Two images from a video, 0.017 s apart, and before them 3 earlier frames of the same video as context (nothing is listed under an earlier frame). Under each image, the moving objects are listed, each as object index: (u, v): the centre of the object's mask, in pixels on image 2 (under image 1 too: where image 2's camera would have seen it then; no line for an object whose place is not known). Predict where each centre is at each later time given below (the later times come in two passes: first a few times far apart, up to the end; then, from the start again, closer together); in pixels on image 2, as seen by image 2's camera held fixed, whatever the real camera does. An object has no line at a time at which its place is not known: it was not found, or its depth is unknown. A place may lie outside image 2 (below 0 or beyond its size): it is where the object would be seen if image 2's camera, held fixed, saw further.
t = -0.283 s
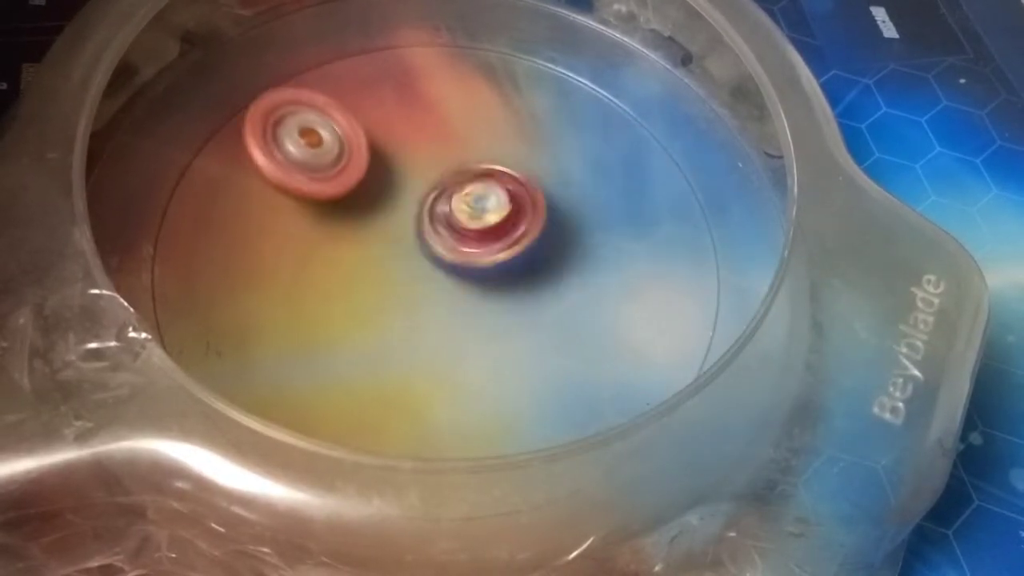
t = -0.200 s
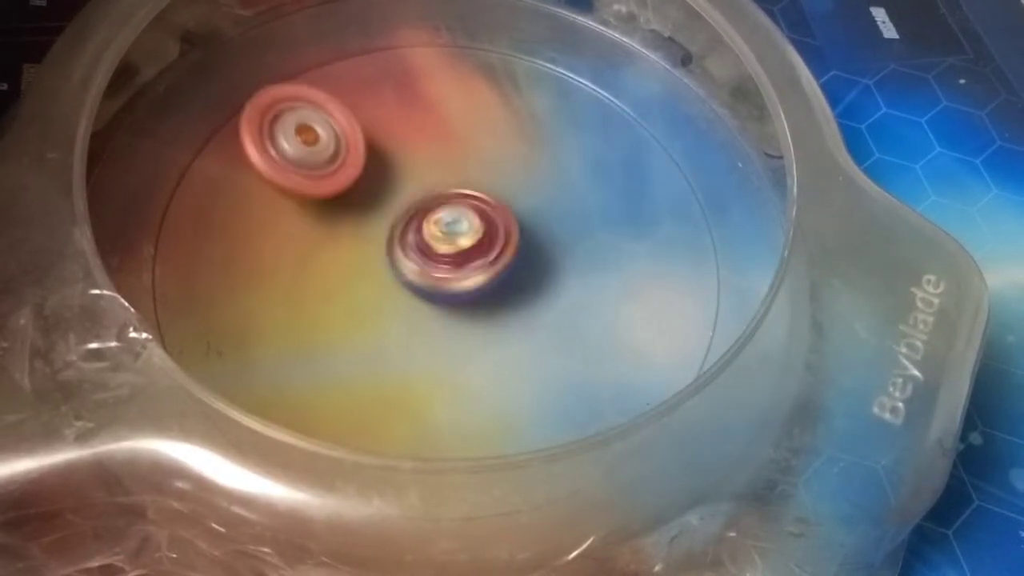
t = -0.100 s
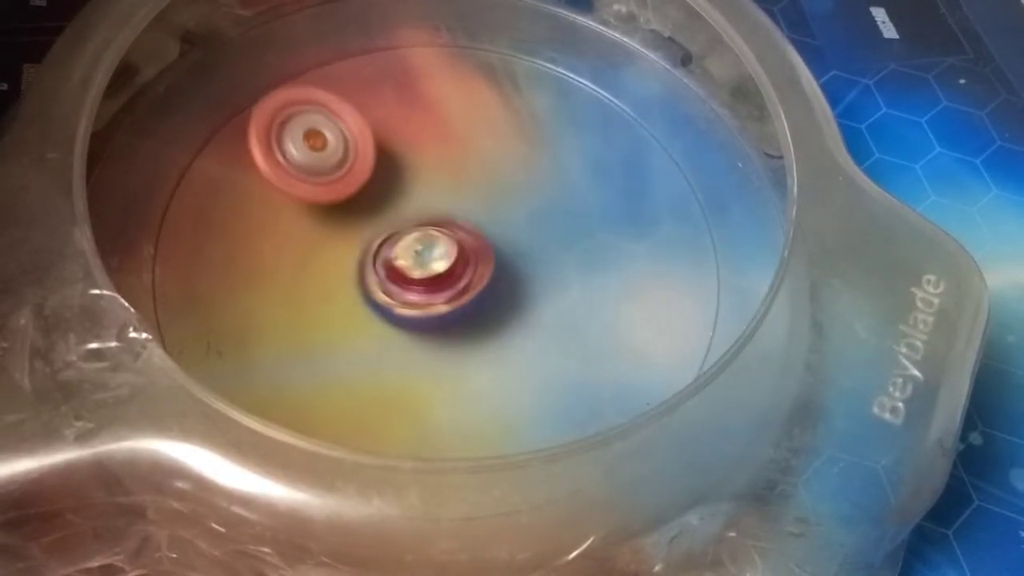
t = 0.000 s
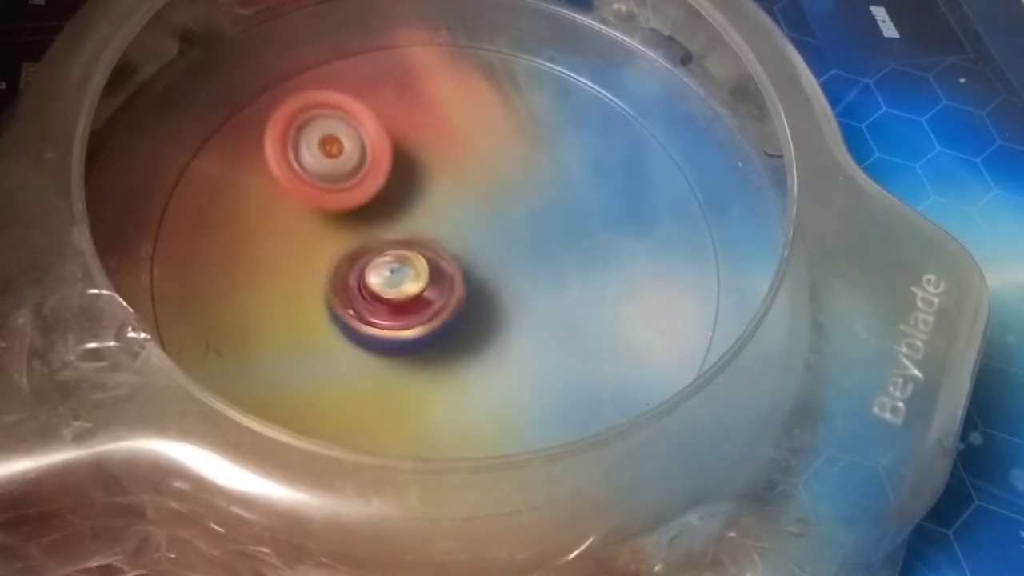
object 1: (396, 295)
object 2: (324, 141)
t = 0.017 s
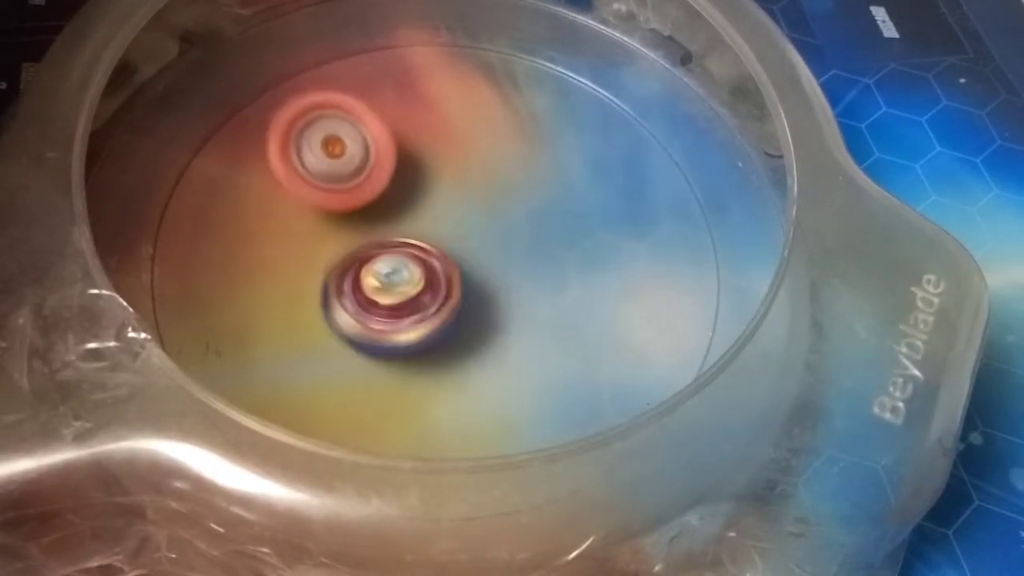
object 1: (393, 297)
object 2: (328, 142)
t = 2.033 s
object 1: (470, 148)
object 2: (432, 312)
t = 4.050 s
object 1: (451, 256)
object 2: (315, 196)
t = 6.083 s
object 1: (461, 216)
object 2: (322, 225)
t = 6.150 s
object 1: (461, 216)
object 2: (319, 210)
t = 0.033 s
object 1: (390, 302)
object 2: (333, 147)
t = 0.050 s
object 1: (384, 304)
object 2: (335, 145)
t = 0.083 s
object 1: (378, 310)
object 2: (342, 148)
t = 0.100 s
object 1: (373, 311)
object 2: (346, 152)
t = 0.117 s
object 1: (373, 313)
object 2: (350, 152)
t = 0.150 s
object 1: (364, 315)
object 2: (357, 153)
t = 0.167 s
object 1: (364, 318)
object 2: (360, 155)
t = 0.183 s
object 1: (358, 318)
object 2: (364, 156)
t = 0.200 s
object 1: (358, 318)
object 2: (367, 157)
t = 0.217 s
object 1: (355, 320)
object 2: (371, 156)
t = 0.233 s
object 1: (352, 319)
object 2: (374, 156)
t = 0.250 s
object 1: (353, 318)
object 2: (379, 158)
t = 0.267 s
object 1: (350, 318)
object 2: (383, 158)
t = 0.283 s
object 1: (350, 315)
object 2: (386, 161)
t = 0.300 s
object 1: (351, 313)
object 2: (390, 160)
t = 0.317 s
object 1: (348, 310)
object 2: (392, 163)
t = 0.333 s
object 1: (349, 306)
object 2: (397, 163)
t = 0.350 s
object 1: (349, 305)
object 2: (401, 166)
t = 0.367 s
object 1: (349, 300)
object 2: (405, 166)
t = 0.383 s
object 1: (351, 295)
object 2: (409, 170)
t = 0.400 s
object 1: (349, 291)
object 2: (412, 171)
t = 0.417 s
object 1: (347, 286)
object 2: (416, 174)
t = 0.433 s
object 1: (346, 282)
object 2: (421, 174)
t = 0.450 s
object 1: (337, 284)
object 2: (430, 170)
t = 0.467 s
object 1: (332, 283)
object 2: (439, 169)
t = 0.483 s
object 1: (328, 281)
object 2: (446, 169)
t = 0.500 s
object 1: (320, 283)
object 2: (454, 170)
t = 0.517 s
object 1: (315, 282)
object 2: (458, 173)
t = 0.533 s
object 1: (312, 283)
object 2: (464, 174)
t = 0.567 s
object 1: (302, 282)
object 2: (472, 180)
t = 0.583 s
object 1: (300, 284)
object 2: (475, 182)
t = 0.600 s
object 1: (294, 283)
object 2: (480, 184)
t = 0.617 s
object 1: (292, 281)
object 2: (481, 187)
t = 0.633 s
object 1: (289, 285)
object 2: (487, 188)
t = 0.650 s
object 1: (286, 284)
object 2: (489, 191)
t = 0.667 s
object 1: (286, 284)
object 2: (493, 192)
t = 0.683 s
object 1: (284, 286)
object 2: (494, 194)
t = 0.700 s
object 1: (283, 284)
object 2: (498, 196)
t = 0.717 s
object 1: (287, 284)
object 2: (499, 198)
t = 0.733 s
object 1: (287, 284)
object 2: (503, 199)
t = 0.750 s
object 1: (290, 281)
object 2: (503, 201)
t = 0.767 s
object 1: (295, 279)
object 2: (506, 202)
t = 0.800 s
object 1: (299, 276)
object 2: (509, 205)
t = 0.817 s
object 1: (306, 273)
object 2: (508, 207)
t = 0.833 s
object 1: (308, 271)
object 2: (509, 207)
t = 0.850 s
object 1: (312, 266)
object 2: (508, 209)
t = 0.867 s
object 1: (318, 262)
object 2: (508, 209)
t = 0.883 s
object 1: (321, 257)
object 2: (505, 210)
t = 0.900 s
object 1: (325, 251)
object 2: (506, 210)
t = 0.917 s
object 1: (331, 246)
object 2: (503, 211)
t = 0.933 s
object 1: (332, 241)
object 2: (503, 209)
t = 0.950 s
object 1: (336, 235)
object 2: (500, 210)
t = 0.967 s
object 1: (341, 229)
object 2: (500, 209)
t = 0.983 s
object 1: (342, 224)
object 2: (496, 209)
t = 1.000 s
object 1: (344, 218)
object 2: (496, 208)
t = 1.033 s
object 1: (349, 208)
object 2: (492, 207)
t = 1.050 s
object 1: (351, 203)
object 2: (487, 206)
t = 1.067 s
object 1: (354, 197)
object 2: (487, 205)
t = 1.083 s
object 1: (352, 193)
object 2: (487, 217)
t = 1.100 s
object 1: (349, 186)
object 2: (490, 217)
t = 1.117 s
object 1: (347, 179)
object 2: (493, 219)
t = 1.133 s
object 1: (341, 173)
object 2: (494, 219)
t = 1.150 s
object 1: (339, 169)
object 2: (493, 220)
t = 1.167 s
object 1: (339, 165)
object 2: (492, 220)
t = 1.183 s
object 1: (334, 161)
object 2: (489, 221)
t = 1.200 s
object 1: (332, 158)
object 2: (487, 221)
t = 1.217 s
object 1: (332, 155)
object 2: (485, 222)
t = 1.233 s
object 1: (327, 154)
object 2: (482, 221)
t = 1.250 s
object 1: (325, 149)
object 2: (478, 221)
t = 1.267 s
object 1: (326, 147)
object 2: (475, 221)
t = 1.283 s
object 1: (322, 146)
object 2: (472, 220)
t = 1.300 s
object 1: (320, 142)
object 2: (468, 220)
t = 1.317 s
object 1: (321, 142)
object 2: (466, 219)
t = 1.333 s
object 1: (316, 141)
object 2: (461, 218)
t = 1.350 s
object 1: (314, 140)
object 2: (458, 217)
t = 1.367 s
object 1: (316, 141)
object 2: (453, 216)
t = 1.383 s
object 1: (314, 143)
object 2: (450, 215)
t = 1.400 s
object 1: (313, 145)
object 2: (444, 215)
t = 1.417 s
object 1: (317, 148)
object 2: (441, 213)
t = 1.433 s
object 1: (316, 152)
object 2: (436, 213)
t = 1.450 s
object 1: (315, 149)
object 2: (435, 214)
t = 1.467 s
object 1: (313, 146)
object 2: (441, 222)
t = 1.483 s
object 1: (312, 142)
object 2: (451, 235)
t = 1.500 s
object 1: (309, 139)
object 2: (459, 245)
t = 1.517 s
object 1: (310, 135)
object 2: (465, 255)
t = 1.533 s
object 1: (314, 137)
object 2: (468, 263)
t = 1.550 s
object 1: (313, 137)
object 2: (474, 271)
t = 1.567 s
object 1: (317, 139)
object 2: (476, 276)
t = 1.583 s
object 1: (325, 141)
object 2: (477, 280)
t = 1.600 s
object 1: (327, 143)
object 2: (477, 284)
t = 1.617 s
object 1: (331, 147)
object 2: (475, 285)
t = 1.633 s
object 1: (339, 149)
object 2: (474, 285)
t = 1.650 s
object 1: (346, 153)
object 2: (472, 286)
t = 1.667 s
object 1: (349, 156)
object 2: (470, 285)
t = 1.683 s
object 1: (358, 160)
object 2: (468, 284)
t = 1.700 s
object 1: (365, 163)
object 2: (465, 281)
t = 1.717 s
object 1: (370, 166)
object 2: (463, 278)
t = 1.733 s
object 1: (376, 168)
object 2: (460, 276)
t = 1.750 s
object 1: (385, 172)
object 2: (458, 272)
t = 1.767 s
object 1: (392, 173)
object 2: (455, 269)
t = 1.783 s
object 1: (393, 173)
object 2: (453, 268)
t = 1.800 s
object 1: (400, 167)
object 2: (452, 278)
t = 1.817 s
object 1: (407, 159)
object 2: (451, 289)
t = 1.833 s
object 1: (414, 153)
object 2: (449, 298)
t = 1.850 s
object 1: (416, 147)
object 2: (447, 304)
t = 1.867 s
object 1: (423, 144)
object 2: (445, 308)
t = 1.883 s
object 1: (431, 144)
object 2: (443, 310)
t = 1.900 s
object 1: (437, 142)
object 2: (442, 311)
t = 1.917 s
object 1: (438, 141)
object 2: (441, 311)
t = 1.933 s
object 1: (442, 139)
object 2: (440, 312)
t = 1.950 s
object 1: (449, 141)
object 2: (439, 313)
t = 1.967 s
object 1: (454, 142)
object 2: (438, 313)
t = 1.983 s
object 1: (456, 144)
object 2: (437, 313)
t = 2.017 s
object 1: (465, 145)
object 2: (433, 312)
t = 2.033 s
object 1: (470, 148)
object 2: (432, 312)
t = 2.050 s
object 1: (472, 150)
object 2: (430, 310)
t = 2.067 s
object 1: (471, 150)
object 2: (428, 310)
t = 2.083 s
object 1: (478, 154)
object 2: (427, 308)
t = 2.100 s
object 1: (483, 157)
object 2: (425, 307)
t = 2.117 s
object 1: (487, 159)
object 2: (423, 306)
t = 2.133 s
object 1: (485, 164)
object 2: (422, 305)
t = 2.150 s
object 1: (489, 166)
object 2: (420, 303)
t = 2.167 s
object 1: (493, 170)
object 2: (418, 301)
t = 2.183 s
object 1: (496, 172)
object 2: (417, 299)
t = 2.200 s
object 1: (494, 179)
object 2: (415, 298)
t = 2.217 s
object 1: (495, 181)
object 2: (413, 295)
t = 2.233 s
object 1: (498, 184)
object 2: (412, 293)
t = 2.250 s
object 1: (502, 189)
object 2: (410, 290)
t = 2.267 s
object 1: (500, 194)
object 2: (409, 288)
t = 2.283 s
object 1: (499, 198)
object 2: (408, 285)
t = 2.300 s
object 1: (500, 198)
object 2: (407, 281)
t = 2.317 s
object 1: (501, 201)
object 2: (406, 278)
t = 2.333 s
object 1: (503, 207)
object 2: (404, 276)
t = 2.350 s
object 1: (501, 209)
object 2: (398, 275)
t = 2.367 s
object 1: (509, 206)
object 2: (383, 278)
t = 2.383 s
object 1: (515, 202)
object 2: (371, 280)
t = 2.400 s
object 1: (522, 202)
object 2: (359, 281)
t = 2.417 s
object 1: (521, 204)
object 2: (351, 281)
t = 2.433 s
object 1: (523, 203)
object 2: (343, 279)
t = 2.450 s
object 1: (523, 202)
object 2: (339, 276)
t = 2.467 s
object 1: (523, 203)
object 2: (336, 273)
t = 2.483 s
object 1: (522, 207)
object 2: (332, 270)
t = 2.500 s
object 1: (517, 209)
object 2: (332, 268)
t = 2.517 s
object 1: (515, 211)
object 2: (329, 266)
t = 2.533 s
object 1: (512, 211)
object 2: (329, 264)
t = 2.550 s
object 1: (510, 214)
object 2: (328, 261)
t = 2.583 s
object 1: (496, 220)
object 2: (329, 255)
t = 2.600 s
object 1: (493, 222)
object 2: (327, 253)
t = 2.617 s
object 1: (489, 222)
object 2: (328, 251)
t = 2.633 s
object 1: (483, 225)
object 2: (328, 249)
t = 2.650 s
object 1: (474, 228)
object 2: (327, 245)
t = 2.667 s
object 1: (468, 227)
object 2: (329, 242)
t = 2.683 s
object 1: (463, 226)
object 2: (329, 239)
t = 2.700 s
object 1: (462, 226)
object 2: (326, 236)
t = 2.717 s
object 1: (470, 230)
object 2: (313, 232)
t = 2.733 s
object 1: (472, 232)
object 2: (301, 223)
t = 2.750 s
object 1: (475, 230)
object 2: (291, 218)
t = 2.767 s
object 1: (476, 230)
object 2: (284, 213)
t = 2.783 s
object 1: (478, 231)
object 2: (279, 209)
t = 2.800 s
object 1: (478, 230)
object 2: (278, 204)
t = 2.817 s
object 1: (478, 233)
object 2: (275, 195)
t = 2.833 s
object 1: (474, 232)
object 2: (275, 194)
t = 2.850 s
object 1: (472, 230)
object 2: (278, 190)
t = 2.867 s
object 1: (470, 230)
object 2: (279, 189)
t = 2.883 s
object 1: (471, 228)
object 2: (280, 187)
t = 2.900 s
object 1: (469, 227)
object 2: (284, 186)
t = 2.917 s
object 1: (467, 230)
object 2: (285, 185)
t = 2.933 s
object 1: (461, 226)
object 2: (289, 183)
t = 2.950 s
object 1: (460, 225)
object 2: (291, 182)
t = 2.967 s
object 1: (458, 223)
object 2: (294, 181)
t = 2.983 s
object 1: (457, 222)
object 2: (299, 179)
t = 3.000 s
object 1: (456, 223)
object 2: (301, 179)
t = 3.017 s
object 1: (450, 223)
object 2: (304, 177)
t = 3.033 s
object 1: (446, 219)
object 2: (305, 172)
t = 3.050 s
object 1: (453, 221)
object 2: (298, 163)
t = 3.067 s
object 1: (460, 223)
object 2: (289, 155)
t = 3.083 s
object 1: (467, 223)
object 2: (284, 147)
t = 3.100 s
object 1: (470, 224)
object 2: (282, 142)
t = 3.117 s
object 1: (472, 226)
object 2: (282, 140)
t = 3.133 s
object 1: (470, 228)
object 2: (284, 138)
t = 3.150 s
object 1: (471, 224)
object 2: (284, 137)
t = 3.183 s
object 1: (470, 224)
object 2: (289, 137)
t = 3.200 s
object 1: (469, 224)
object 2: (292, 138)
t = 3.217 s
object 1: (467, 222)
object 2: (294, 138)
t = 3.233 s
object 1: (463, 221)
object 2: (297, 139)
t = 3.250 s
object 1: (458, 219)
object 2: (301, 141)
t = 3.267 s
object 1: (458, 213)
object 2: (302, 142)
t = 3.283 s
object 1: (454, 211)
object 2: (307, 143)
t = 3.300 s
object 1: (456, 210)
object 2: (309, 145)
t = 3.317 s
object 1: (454, 208)
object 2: (314, 146)
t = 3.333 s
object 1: (453, 207)
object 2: (318, 148)
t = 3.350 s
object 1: (454, 207)
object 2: (318, 147)
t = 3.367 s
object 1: (462, 213)
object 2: (309, 133)
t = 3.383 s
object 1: (473, 216)
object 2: (297, 125)
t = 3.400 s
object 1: (481, 222)
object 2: (286, 112)
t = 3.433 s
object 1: (494, 228)
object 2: (274, 97)
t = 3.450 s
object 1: (499, 232)
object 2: (271, 93)
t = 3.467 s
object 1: (505, 235)
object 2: (270, 91)
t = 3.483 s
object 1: (508, 235)
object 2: (271, 91)
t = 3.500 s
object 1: (510, 237)
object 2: (273, 92)
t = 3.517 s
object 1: (510, 238)
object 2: (274, 96)
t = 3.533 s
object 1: (509, 238)
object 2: (278, 98)
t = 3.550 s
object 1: (508, 236)
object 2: (278, 102)
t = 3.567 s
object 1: (509, 237)
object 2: (278, 105)
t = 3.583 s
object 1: (509, 237)
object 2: (279, 108)
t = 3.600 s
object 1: (509, 237)
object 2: (286, 117)
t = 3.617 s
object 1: (505, 235)
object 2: (284, 115)
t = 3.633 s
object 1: (506, 234)
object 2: (285, 118)
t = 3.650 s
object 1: (504, 233)
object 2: (288, 121)
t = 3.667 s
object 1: (503, 233)
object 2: (289, 125)
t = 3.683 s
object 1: (502, 231)
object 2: (290, 128)
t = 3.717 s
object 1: (499, 232)
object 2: (295, 135)
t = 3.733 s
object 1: (496, 232)
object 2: (297, 139)
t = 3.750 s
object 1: (493, 229)
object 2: (298, 140)
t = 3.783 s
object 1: (489, 226)
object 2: (301, 149)
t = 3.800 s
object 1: (486, 226)
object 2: (302, 152)
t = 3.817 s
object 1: (484, 226)
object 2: (305, 155)
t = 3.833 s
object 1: (482, 224)
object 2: (307, 160)
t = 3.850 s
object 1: (479, 224)
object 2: (308, 164)
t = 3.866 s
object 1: (477, 223)
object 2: (311, 168)
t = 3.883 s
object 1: (475, 224)
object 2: (313, 173)
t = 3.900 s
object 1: (469, 224)
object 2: (313, 178)
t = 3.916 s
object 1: (465, 224)
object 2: (316, 182)
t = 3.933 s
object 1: (462, 224)
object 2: (319, 187)
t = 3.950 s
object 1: (457, 225)
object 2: (320, 193)
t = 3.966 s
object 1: (455, 226)
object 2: (322, 197)
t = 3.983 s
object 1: (452, 230)
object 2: (322, 196)
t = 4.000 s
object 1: (446, 235)
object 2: (323, 198)
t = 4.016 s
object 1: (445, 241)
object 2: (322, 198)
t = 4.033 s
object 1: (447, 248)
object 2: (317, 196)
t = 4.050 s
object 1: (451, 256)
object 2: (315, 196)
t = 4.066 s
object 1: (454, 258)
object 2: (311, 197)
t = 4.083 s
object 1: (458, 260)
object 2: (310, 198)
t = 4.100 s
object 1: (461, 261)
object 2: (308, 201)
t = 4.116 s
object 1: (463, 260)
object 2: (311, 203)
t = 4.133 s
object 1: (465, 259)
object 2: (309, 206)
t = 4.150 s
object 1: (467, 258)
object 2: (307, 207)
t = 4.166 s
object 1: (469, 257)
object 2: (305, 209)
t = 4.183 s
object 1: (470, 255)
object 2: (307, 209)
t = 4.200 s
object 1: (471, 253)
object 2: (304, 211)
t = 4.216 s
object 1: (472, 251)
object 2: (305, 212)
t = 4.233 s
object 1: (473, 249)
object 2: (303, 214)
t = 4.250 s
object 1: (474, 247)
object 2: (302, 215)
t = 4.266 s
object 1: (474, 246)
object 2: (301, 216)
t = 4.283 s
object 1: (473, 244)
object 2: (301, 217)
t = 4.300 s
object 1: (473, 242)
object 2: (302, 217)
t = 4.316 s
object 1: (471, 239)
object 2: (300, 220)
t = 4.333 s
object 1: (468, 237)
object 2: (300, 220)
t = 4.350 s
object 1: (465, 235)
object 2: (299, 220)
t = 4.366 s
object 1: (460, 233)
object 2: (300, 220)
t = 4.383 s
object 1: (456, 232)
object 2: (300, 222)
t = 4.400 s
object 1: (453, 232)
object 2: (299, 223)
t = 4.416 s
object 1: (448, 232)
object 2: (298, 223)
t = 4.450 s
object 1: (439, 235)
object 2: (300, 225)
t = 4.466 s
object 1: (435, 236)
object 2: (300, 224)
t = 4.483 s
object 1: (433, 238)
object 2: (302, 225)
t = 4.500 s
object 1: (433, 239)
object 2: (303, 225)
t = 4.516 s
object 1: (433, 241)
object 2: (303, 225)
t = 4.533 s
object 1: (433, 243)
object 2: (305, 225)
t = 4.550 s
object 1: (434, 245)
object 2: (307, 226)
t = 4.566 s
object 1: (434, 246)
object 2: (307, 227)
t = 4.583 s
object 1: (435, 247)
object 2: (307, 228)
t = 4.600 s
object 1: (435, 247)
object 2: (307, 227)
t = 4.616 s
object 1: (435, 248)
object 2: (309, 227)
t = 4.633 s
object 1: (435, 248)
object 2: (311, 227)
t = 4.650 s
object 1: (436, 248)
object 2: (312, 228)
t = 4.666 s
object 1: (436, 247)
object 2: (311, 228)
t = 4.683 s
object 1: (439, 247)
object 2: (309, 228)
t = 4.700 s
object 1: (445, 245)
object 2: (301, 225)
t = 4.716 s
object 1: (450, 244)
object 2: (295, 222)
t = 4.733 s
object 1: (453, 242)
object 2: (294, 218)
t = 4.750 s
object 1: (455, 239)
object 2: (296, 217)
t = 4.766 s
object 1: (457, 236)
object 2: (297, 217)
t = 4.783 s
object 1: (459, 233)
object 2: (300, 218)
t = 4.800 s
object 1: (460, 229)
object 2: (301, 219)
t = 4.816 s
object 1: (461, 228)
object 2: (305, 221)
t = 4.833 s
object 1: (461, 226)
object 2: (307, 223)
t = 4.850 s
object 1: (459, 225)
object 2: (306, 227)
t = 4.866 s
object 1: (457, 224)
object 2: (306, 228)
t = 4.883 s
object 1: (456, 224)
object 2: (306, 228)
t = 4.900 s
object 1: (454, 224)
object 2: (307, 228)
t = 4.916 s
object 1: (452, 223)
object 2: (308, 230)
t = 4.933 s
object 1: (450, 224)
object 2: (309, 230)
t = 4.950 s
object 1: (448, 225)
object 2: (309, 232)
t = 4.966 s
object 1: (447, 226)
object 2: (312, 231)
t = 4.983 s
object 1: (446, 226)
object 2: (314, 233)
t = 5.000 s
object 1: (446, 227)
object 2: (312, 235)
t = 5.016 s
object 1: (451, 229)
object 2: (303, 235)
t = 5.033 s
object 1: (454, 231)
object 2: (298, 233)
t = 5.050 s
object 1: (456, 232)
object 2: (297, 228)
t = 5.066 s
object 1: (457, 233)
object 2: (297, 236)
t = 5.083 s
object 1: (456, 233)
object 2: (301, 226)
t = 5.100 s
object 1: (456, 233)
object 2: (303, 235)
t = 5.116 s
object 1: (457, 233)
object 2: (305, 236)
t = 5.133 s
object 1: (457, 233)
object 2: (310, 236)
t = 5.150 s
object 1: (457, 233)
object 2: (310, 232)
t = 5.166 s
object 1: (457, 232)
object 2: (315, 243)
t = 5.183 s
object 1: (457, 232)
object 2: (313, 245)
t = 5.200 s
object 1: (457, 231)
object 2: (307, 239)
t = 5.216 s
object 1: (457, 229)
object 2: (309, 237)
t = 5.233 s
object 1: (457, 228)
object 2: (308, 238)
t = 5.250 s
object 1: (458, 227)
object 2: (311, 239)
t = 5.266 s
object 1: (460, 225)
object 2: (308, 239)
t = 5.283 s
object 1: (460, 224)
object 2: (308, 240)
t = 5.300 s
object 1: (462, 224)
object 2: (310, 240)
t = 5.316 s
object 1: (463, 223)
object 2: (314, 240)
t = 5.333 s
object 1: (465, 222)
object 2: (317, 241)
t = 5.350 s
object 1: (466, 222)
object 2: (317, 244)
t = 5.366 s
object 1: (467, 221)
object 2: (318, 245)
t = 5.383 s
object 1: (467, 221)
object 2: (317, 245)
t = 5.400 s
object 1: (467, 221)
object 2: (319, 246)
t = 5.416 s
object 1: (466, 221)
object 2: (319, 247)
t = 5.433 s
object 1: (466, 221)
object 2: (319, 248)
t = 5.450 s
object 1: (465, 222)
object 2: (320, 248)
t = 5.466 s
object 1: (464, 223)
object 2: (319, 247)
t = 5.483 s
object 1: (462, 224)
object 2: (320, 247)
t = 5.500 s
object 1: (461, 224)
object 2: (322, 247)
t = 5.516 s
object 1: (460, 225)
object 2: (324, 249)
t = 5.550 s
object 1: (458, 226)
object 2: (327, 250)
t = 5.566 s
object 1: (457, 227)
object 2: (327, 250)
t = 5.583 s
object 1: (457, 229)
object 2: (331, 250)
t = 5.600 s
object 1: (457, 229)
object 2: (331, 252)
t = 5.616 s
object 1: (457, 229)
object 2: (332, 252)
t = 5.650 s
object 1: (457, 229)
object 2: (331, 252)
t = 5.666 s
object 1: (458, 229)
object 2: (334, 252)
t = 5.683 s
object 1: (458, 228)
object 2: (337, 252)
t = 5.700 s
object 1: (458, 228)
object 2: (337, 252)
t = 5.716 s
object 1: (459, 227)
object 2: (337, 252)
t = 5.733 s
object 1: (459, 226)
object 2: (339, 252)
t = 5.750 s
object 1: (460, 224)
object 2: (340, 253)
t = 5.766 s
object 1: (461, 224)
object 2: (343, 253)
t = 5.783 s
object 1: (461, 224)
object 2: (340, 254)
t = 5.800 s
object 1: (462, 225)
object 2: (341, 252)
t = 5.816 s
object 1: (462, 224)
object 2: (342, 259)
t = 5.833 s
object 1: (463, 224)
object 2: (347, 258)
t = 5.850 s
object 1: (463, 223)
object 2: (348, 255)
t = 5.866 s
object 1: (464, 224)
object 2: (351, 255)
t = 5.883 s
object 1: (464, 225)
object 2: (351, 251)
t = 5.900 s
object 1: (465, 225)
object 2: (350, 250)
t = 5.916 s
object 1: (464, 225)
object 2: (347, 247)
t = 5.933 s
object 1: (464, 224)
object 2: (344, 246)
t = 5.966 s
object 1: (462, 223)
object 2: (341, 240)
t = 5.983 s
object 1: (461, 222)
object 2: (337, 240)
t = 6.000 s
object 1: (463, 221)
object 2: (333, 237)
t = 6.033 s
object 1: (462, 219)
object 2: (330, 234)
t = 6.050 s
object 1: (461, 217)
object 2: (327, 230)
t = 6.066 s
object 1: (461, 217)
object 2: (325, 229)
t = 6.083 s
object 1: (461, 216)
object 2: (322, 225)
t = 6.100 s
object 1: (461, 216)
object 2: (321, 223)
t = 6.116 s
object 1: (462, 216)
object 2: (320, 220)
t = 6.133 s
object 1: (461, 216)
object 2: (322, 218)
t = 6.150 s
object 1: (461, 216)
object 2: (319, 210)
